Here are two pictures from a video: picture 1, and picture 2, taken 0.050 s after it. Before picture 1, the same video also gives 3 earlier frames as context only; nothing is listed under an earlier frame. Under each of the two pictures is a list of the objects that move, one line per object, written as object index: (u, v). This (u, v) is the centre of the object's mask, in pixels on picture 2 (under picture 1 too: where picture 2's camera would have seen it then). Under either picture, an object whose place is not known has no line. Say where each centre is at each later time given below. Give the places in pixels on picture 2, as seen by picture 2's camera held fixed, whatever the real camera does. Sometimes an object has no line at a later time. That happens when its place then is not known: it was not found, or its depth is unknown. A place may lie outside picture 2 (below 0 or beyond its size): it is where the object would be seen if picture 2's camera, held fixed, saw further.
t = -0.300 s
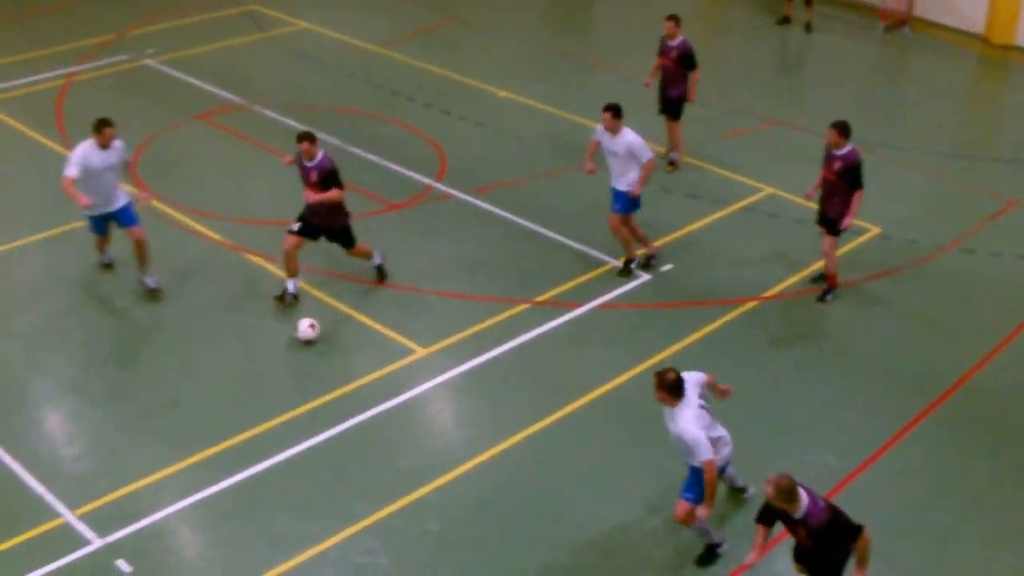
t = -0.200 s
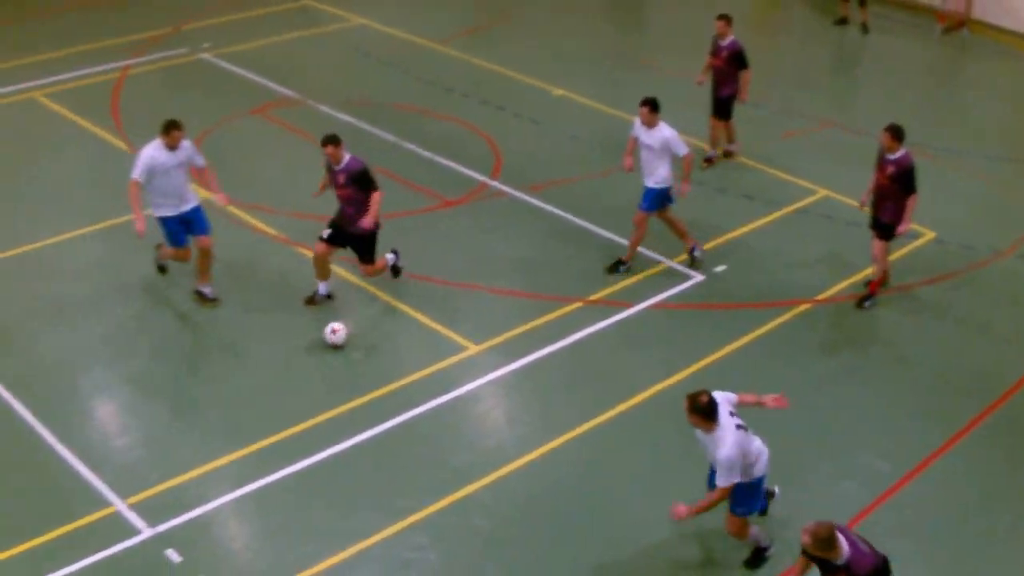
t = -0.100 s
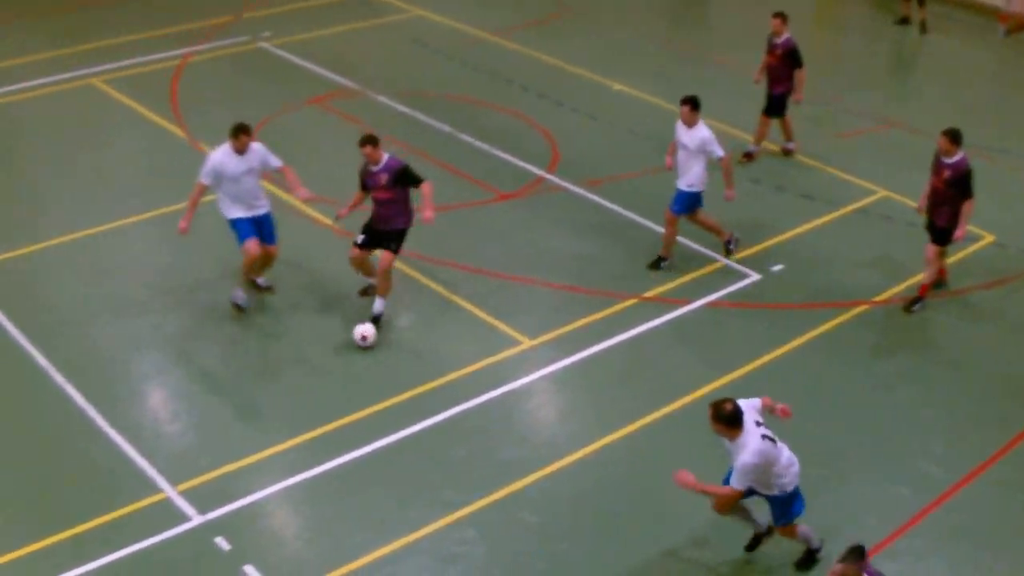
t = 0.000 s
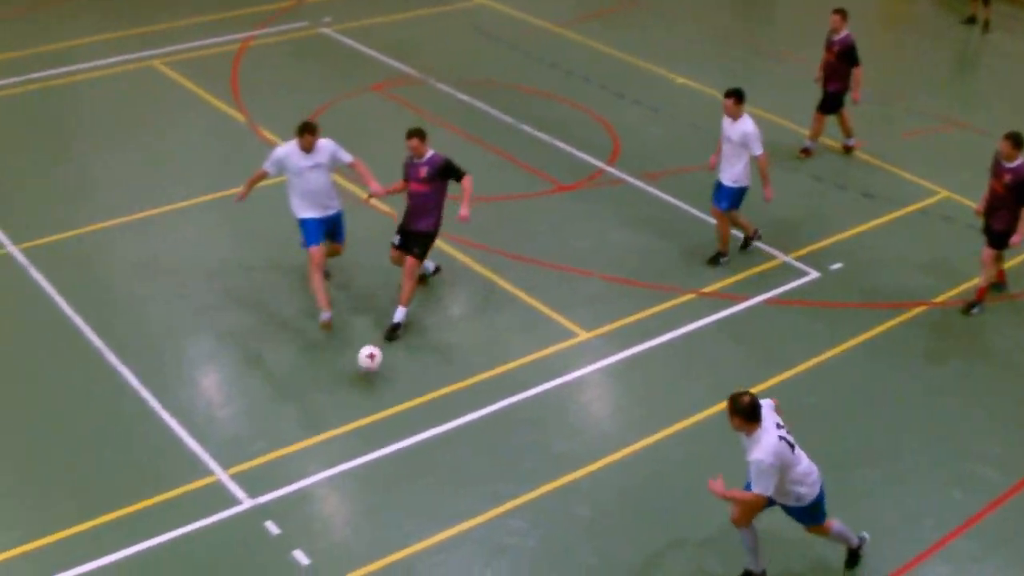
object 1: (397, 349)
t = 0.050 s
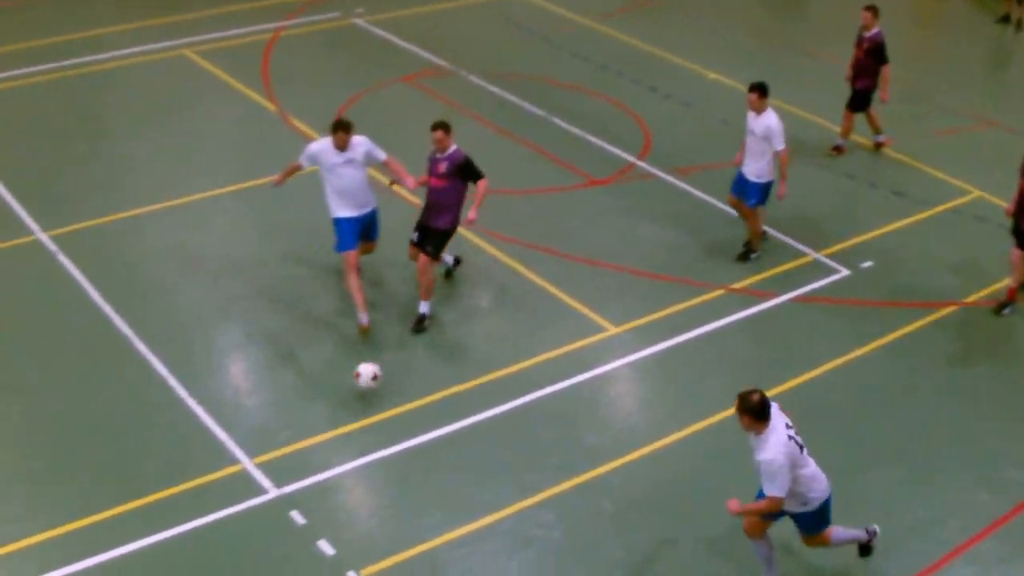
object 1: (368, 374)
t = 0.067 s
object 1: (357, 384)
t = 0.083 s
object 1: (346, 395)
